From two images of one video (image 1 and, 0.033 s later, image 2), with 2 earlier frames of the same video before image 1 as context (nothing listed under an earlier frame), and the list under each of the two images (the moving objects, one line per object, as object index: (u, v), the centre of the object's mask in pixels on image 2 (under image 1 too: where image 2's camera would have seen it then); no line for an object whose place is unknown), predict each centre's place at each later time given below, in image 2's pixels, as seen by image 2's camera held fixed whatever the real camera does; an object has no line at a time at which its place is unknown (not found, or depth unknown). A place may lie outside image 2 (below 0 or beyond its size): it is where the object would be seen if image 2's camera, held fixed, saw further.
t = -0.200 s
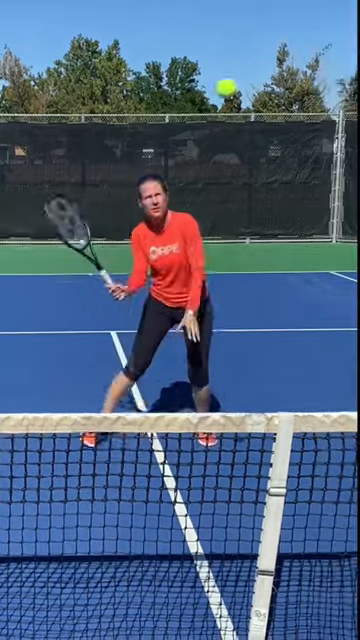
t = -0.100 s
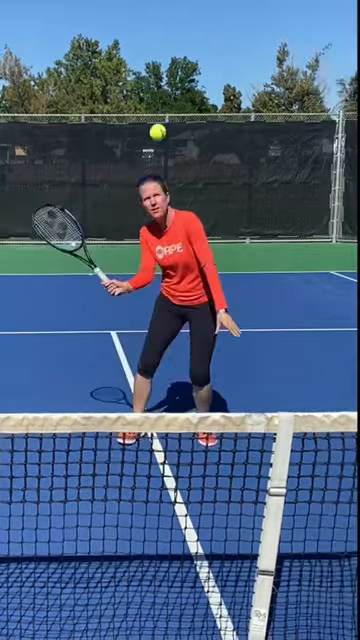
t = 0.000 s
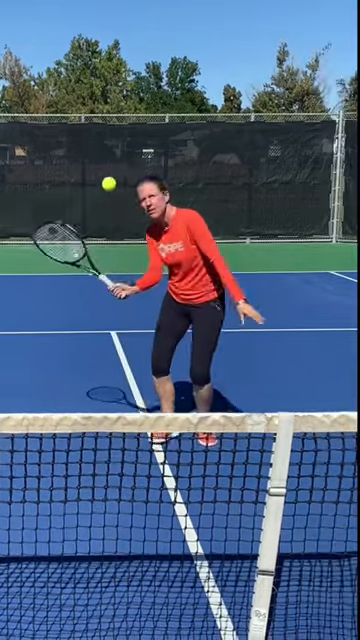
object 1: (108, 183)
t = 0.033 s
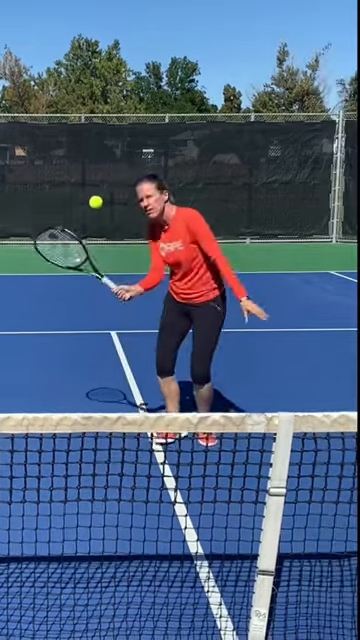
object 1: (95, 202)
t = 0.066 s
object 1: (84, 221)
